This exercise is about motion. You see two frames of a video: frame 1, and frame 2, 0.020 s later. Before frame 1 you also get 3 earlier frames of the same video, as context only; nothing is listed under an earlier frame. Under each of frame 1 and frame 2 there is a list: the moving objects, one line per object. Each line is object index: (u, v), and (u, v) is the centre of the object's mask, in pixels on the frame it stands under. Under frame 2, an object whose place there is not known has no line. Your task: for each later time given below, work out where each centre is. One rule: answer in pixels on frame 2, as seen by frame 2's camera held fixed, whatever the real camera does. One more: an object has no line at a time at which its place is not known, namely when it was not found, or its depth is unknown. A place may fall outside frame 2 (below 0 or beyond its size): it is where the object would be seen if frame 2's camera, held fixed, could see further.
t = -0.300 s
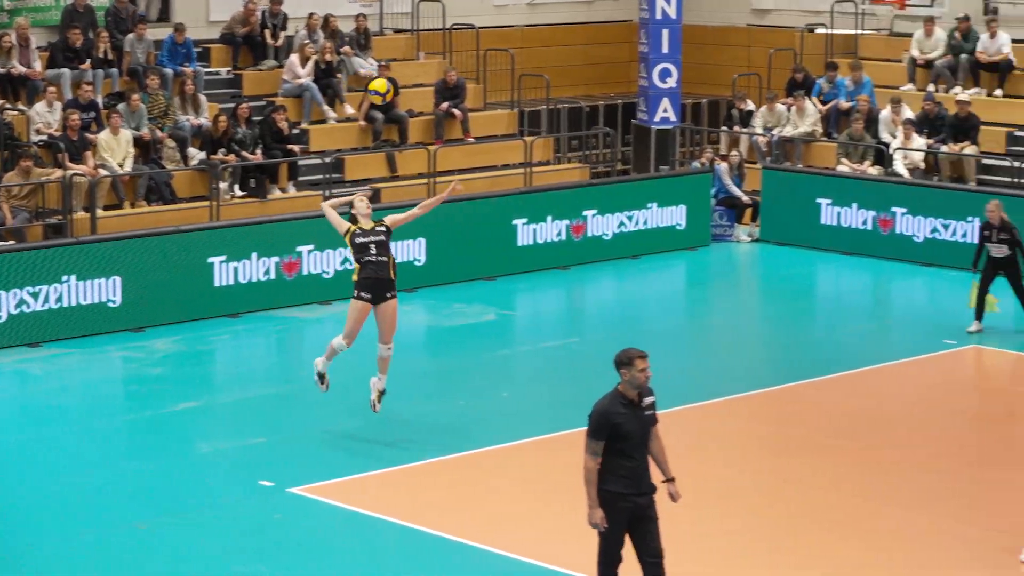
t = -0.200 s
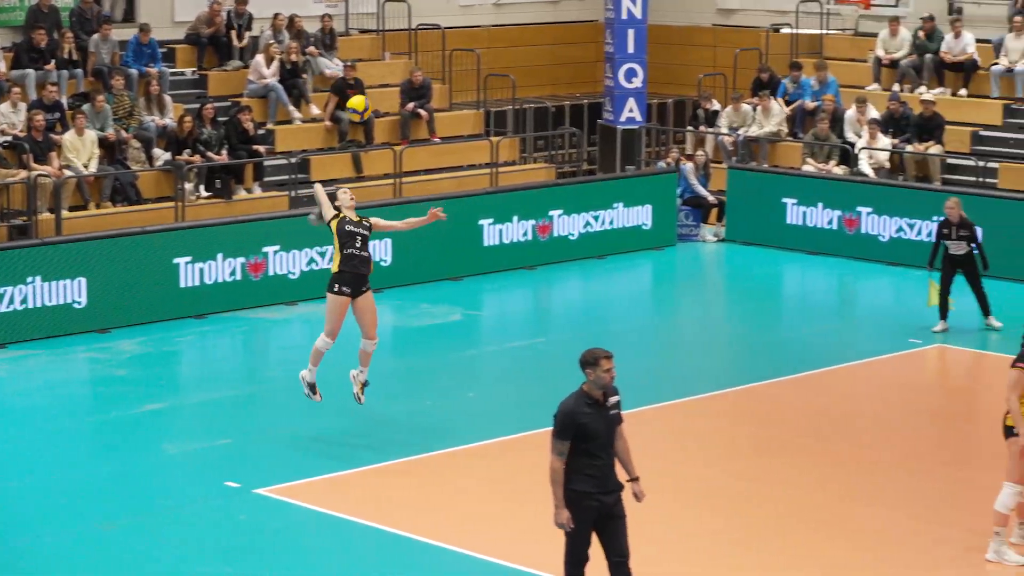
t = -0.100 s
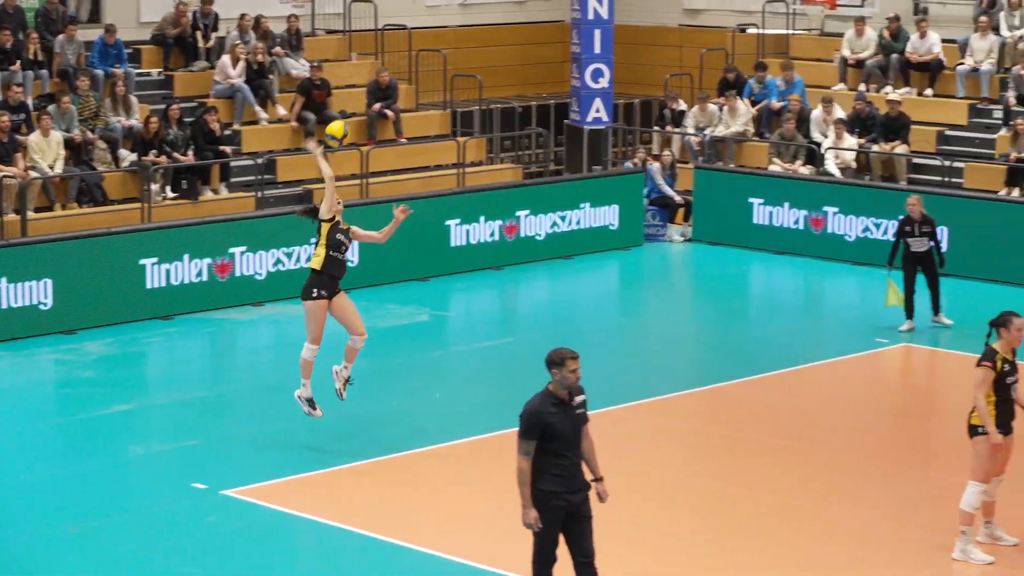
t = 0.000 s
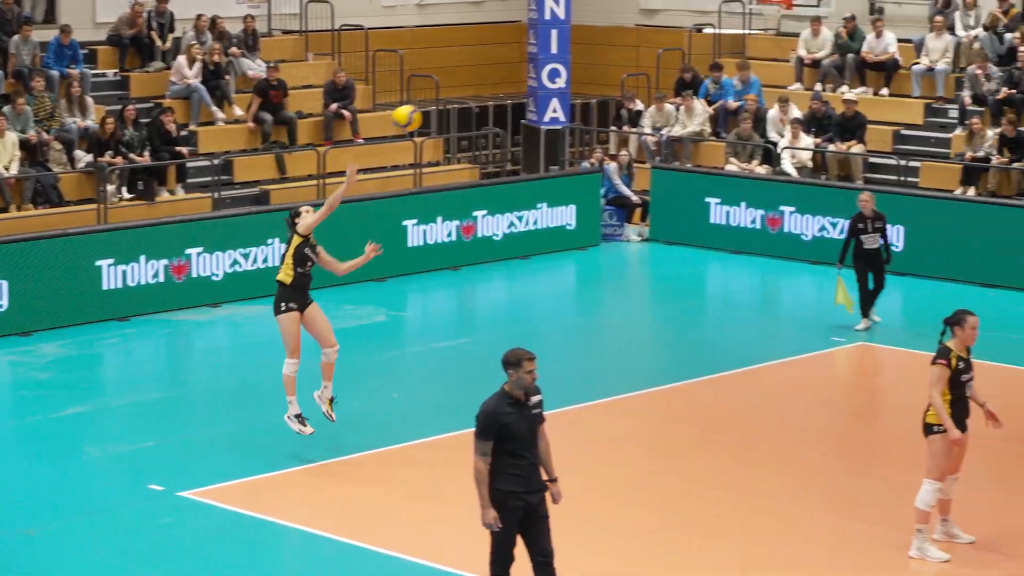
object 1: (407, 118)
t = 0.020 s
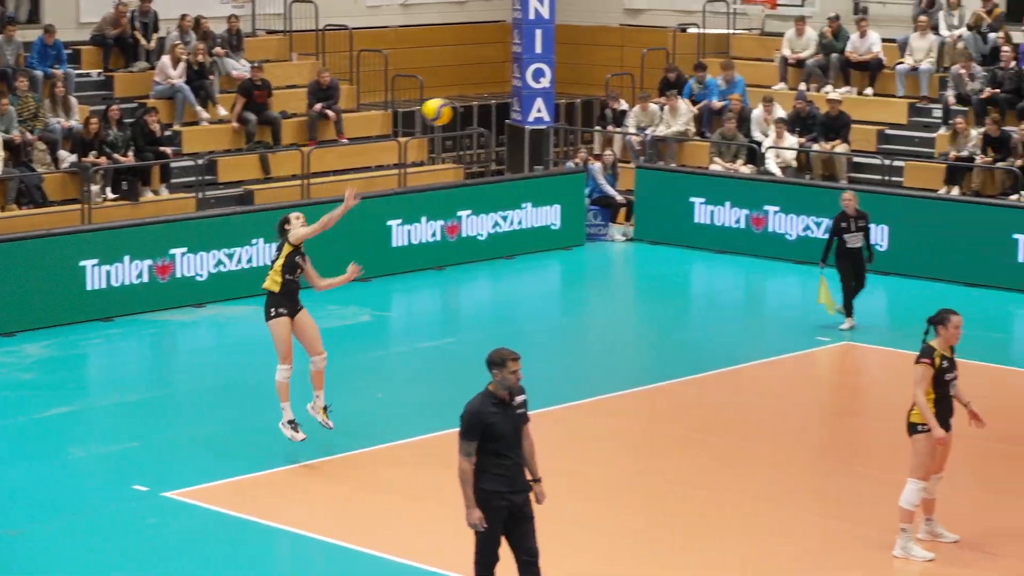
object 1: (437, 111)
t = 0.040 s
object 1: (470, 108)
